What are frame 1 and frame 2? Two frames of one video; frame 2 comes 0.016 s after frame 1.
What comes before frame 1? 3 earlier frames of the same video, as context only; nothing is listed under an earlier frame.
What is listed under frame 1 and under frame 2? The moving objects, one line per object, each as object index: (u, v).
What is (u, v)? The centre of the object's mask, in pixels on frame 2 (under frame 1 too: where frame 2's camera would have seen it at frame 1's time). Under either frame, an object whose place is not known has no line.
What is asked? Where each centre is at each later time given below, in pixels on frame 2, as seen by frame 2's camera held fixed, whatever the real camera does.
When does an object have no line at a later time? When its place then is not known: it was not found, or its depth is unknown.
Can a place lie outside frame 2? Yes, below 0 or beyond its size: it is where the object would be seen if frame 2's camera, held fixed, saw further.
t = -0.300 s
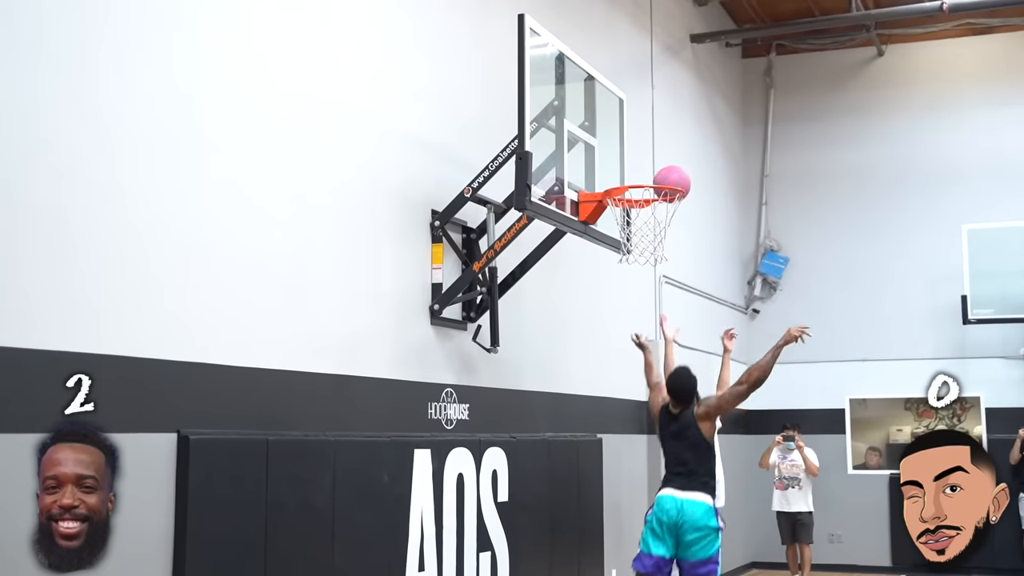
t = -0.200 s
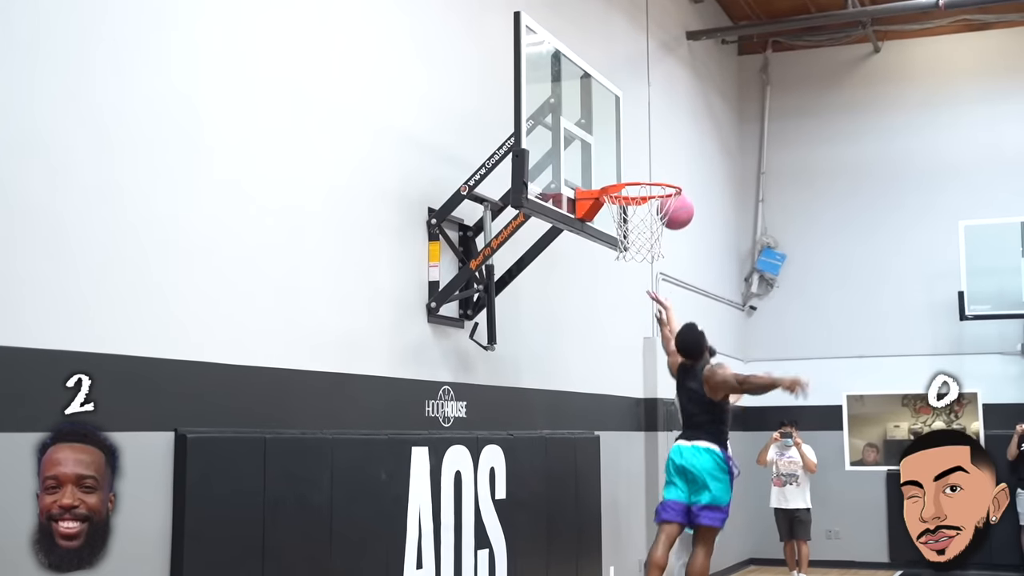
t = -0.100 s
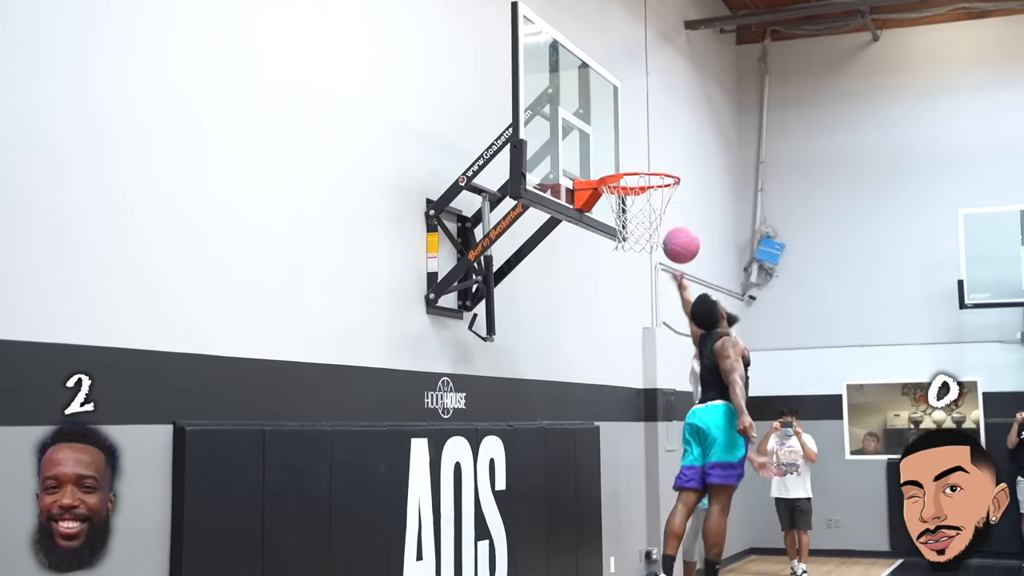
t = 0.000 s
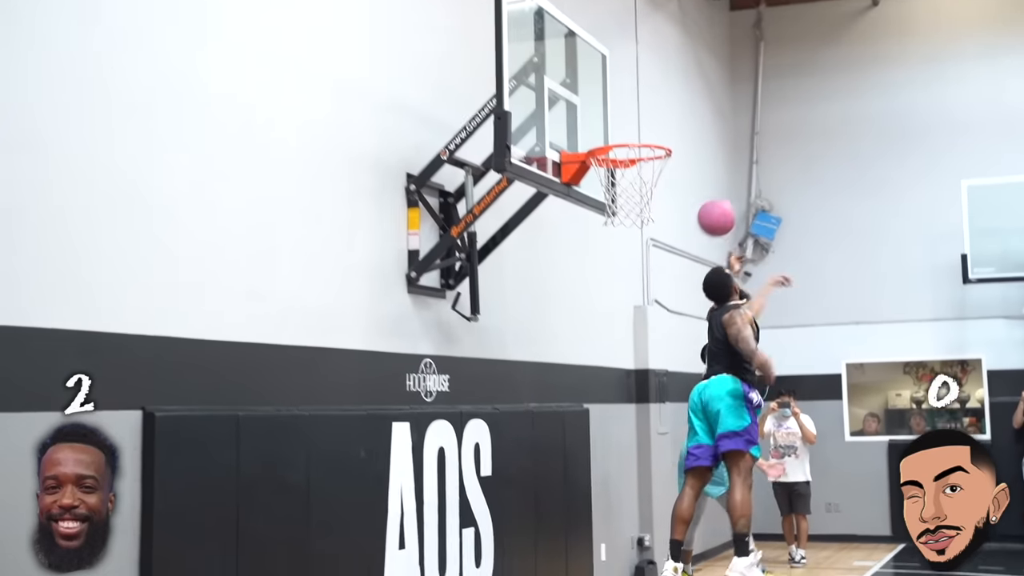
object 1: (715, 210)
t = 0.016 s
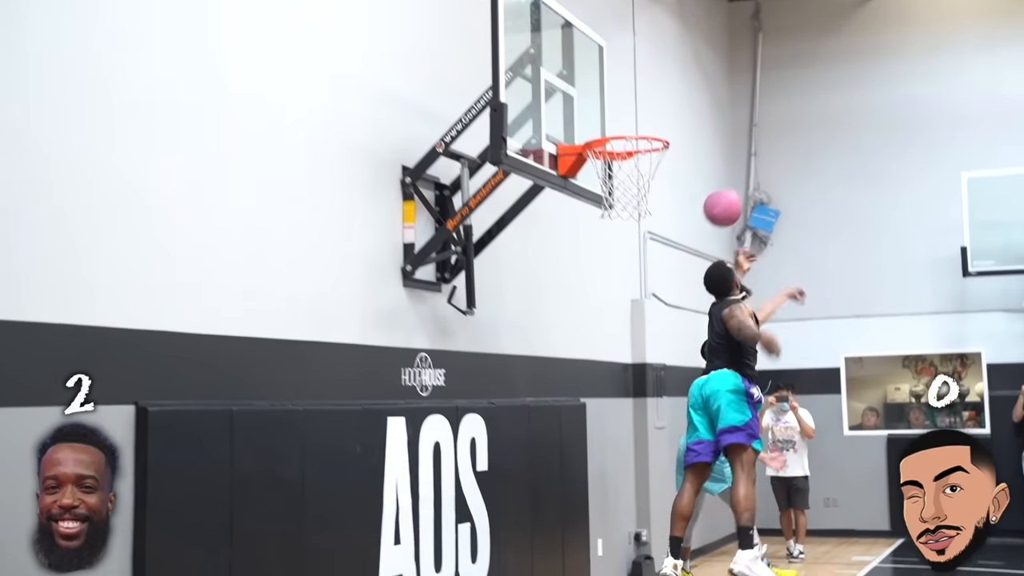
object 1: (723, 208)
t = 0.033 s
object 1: (731, 205)
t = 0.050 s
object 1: (739, 203)
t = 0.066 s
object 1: (746, 200)
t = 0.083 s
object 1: (753, 197)
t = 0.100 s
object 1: (761, 195)
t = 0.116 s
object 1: (769, 194)
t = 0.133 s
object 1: (776, 195)
